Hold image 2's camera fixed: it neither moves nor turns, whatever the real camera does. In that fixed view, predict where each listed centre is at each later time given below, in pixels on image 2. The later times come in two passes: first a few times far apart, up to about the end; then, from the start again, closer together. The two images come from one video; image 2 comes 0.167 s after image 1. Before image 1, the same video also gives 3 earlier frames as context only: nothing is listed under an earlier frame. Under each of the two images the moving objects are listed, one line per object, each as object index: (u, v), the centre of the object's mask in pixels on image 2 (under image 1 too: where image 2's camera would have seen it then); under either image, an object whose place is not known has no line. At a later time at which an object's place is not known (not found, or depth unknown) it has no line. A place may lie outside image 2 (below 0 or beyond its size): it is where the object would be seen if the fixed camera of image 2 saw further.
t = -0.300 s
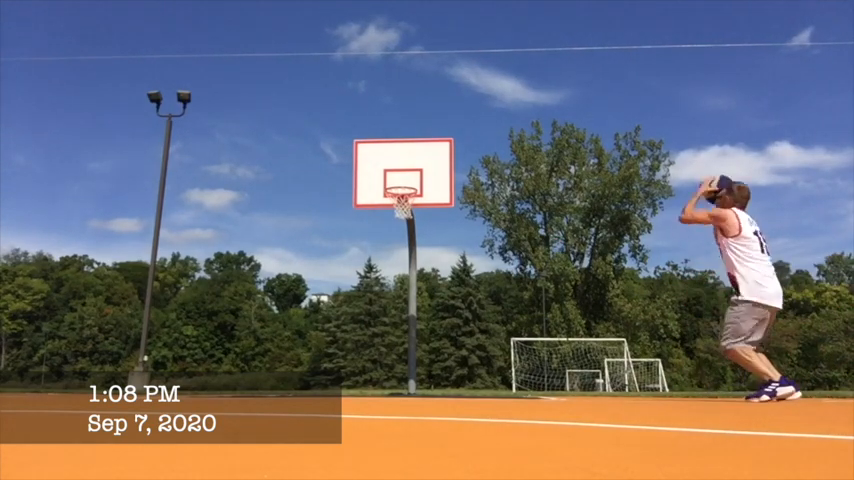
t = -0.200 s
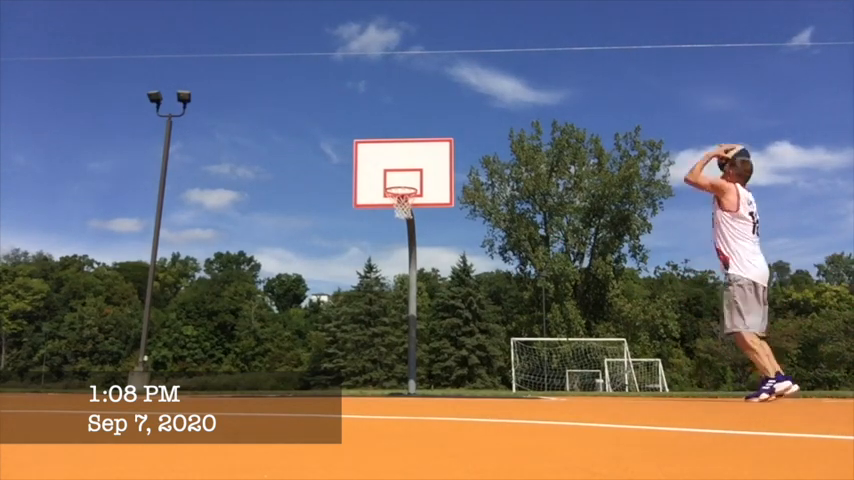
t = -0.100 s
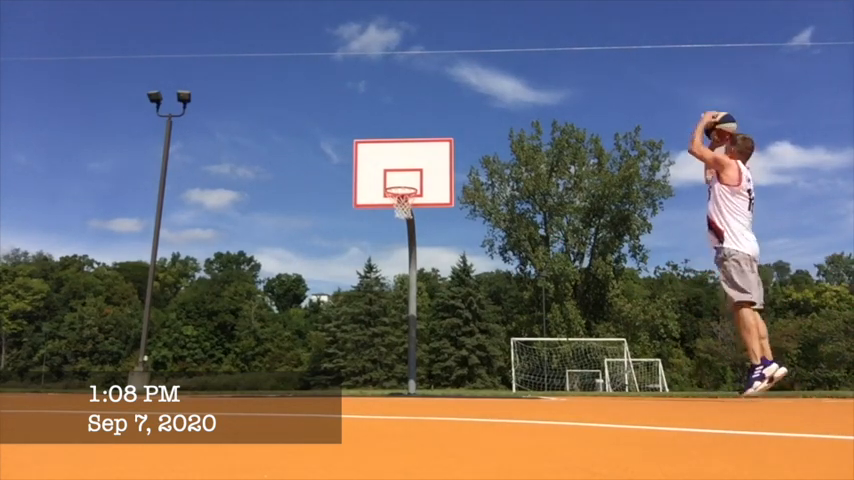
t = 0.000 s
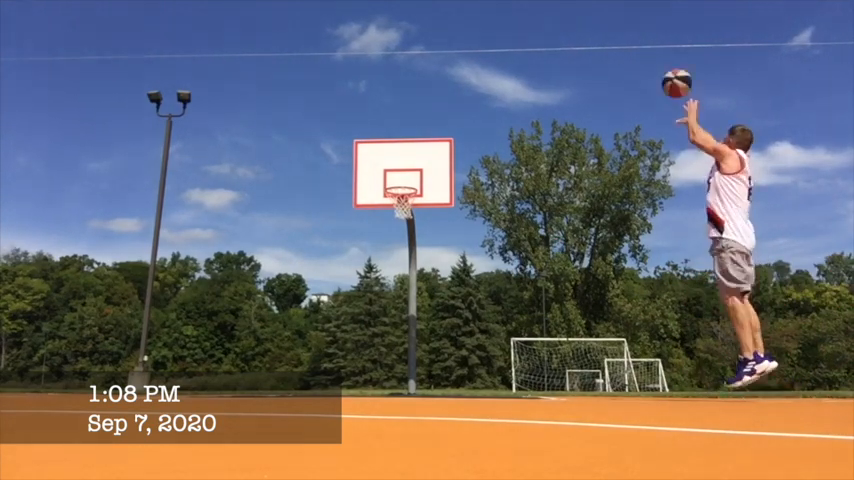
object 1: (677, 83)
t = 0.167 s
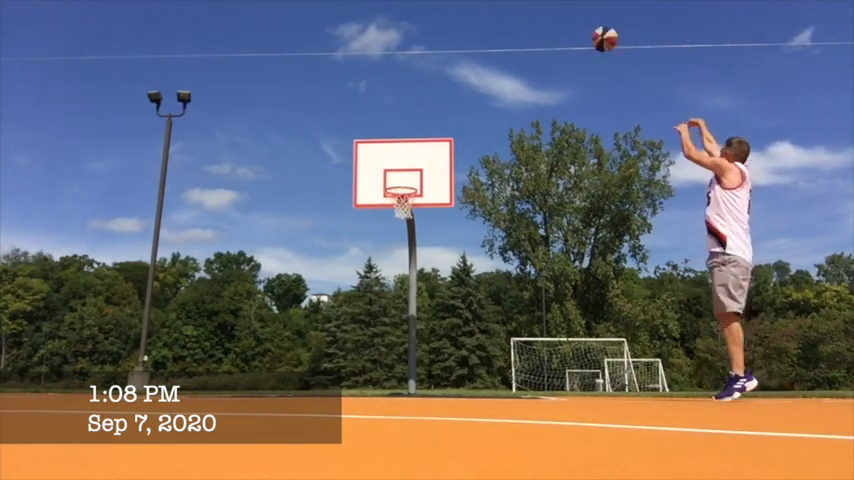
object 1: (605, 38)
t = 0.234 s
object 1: (580, 30)
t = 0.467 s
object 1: (514, 32)
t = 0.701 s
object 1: (462, 69)
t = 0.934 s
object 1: (422, 132)
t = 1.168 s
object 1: (404, 206)
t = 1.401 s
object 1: (428, 262)
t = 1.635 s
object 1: (456, 358)
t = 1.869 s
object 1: (478, 321)
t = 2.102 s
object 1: (501, 267)
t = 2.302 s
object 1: (521, 252)
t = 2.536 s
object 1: (549, 275)
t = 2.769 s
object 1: (582, 348)
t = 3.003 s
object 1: (612, 337)
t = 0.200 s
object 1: (593, 34)
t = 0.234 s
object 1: (580, 30)
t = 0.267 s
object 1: (569, 28)
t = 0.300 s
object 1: (559, 26)
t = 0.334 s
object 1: (549, 25)
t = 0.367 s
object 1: (540, 26)
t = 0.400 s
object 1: (531, 27)
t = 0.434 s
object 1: (522, 29)
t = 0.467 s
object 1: (514, 32)
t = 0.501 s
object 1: (505, 35)
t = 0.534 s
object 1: (498, 39)
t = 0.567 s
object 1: (490, 44)
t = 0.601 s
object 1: (483, 49)
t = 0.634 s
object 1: (476, 55)
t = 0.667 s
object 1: (470, 61)
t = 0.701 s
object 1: (462, 69)
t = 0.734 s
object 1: (456, 76)
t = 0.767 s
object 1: (450, 84)
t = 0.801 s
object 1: (444, 93)
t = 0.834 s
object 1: (438, 102)
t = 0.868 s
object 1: (433, 111)
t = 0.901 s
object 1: (427, 121)
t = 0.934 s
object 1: (422, 132)
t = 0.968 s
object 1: (416, 143)
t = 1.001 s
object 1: (411, 154)
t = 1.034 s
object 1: (406, 166)
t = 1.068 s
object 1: (401, 178)
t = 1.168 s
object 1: (404, 206)
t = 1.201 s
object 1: (408, 212)
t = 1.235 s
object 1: (411, 218)
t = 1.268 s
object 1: (415, 225)
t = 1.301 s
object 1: (418, 233)
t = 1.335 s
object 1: (422, 241)
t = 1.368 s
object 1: (425, 251)
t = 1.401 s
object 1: (428, 262)
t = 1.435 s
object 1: (433, 272)
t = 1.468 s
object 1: (437, 283)
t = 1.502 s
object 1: (440, 296)
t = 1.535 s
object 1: (445, 309)
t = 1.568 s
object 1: (449, 325)
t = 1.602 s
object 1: (453, 342)
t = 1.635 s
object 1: (456, 358)
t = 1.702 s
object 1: (463, 383)
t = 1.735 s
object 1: (466, 370)
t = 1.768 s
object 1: (469, 355)
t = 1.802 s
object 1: (472, 342)
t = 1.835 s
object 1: (475, 330)
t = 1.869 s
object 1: (478, 321)
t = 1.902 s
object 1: (482, 311)
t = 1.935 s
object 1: (484, 303)
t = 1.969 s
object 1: (488, 294)
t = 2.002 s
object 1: (490, 287)
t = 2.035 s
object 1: (493, 280)
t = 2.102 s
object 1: (501, 267)
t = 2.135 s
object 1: (505, 263)
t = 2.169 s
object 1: (508, 260)
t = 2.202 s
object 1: (510, 256)
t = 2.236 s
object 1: (514, 255)
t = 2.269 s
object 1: (518, 254)
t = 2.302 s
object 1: (521, 252)
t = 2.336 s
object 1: (525, 253)
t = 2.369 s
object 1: (529, 254)
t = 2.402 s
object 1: (533, 257)
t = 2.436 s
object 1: (537, 261)
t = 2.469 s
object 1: (541, 265)
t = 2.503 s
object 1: (545, 269)
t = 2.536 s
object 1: (549, 275)
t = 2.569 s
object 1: (553, 282)
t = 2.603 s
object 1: (557, 290)
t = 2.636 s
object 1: (562, 298)
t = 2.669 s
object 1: (567, 309)
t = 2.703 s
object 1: (572, 322)
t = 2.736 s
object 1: (577, 334)
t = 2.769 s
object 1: (582, 348)
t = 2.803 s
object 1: (586, 361)
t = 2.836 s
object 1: (592, 379)
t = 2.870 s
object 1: (597, 382)
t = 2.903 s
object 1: (601, 369)
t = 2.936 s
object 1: (605, 358)
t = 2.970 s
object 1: (609, 348)
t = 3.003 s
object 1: (612, 337)
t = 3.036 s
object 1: (616, 326)
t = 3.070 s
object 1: (620, 319)
